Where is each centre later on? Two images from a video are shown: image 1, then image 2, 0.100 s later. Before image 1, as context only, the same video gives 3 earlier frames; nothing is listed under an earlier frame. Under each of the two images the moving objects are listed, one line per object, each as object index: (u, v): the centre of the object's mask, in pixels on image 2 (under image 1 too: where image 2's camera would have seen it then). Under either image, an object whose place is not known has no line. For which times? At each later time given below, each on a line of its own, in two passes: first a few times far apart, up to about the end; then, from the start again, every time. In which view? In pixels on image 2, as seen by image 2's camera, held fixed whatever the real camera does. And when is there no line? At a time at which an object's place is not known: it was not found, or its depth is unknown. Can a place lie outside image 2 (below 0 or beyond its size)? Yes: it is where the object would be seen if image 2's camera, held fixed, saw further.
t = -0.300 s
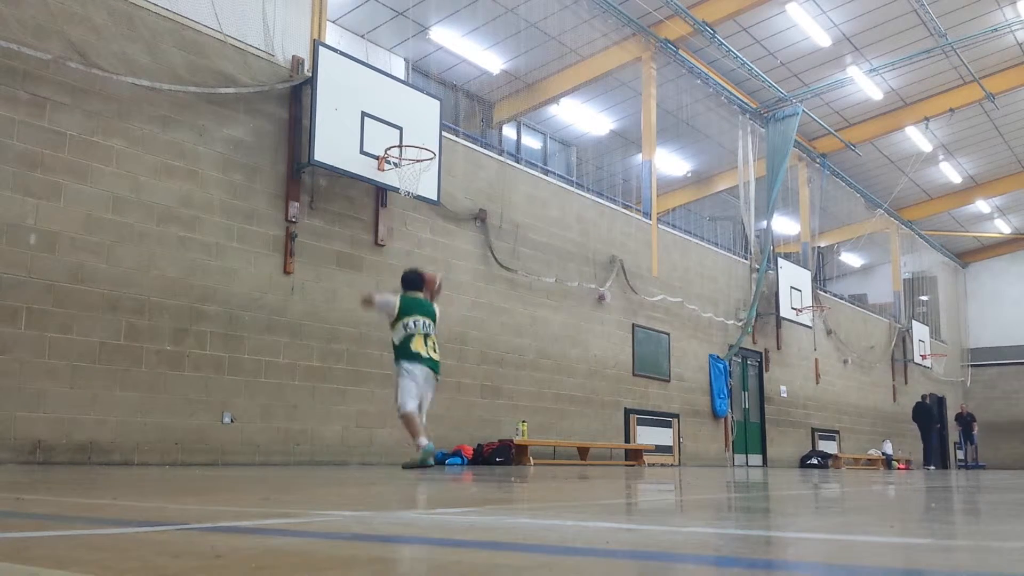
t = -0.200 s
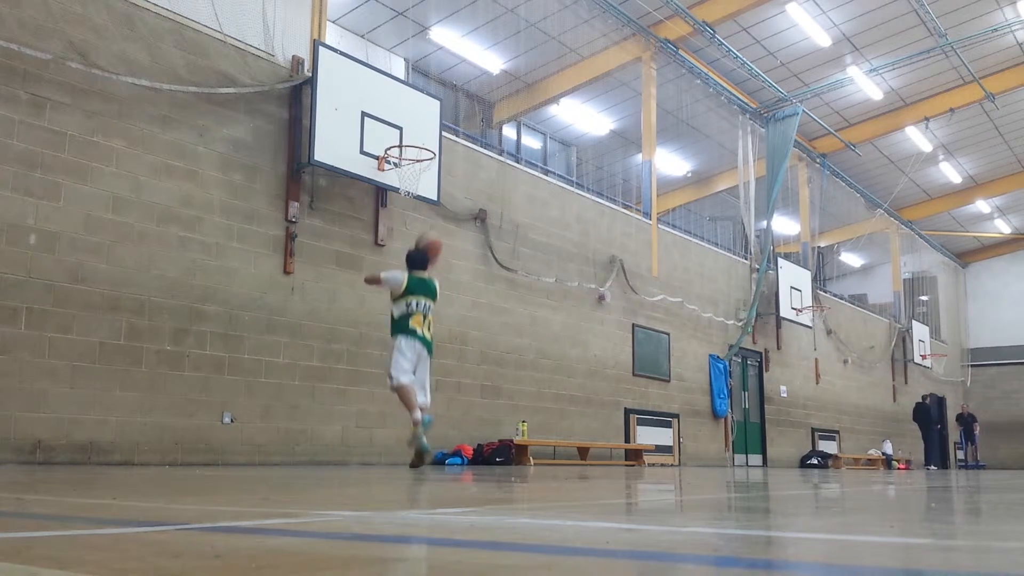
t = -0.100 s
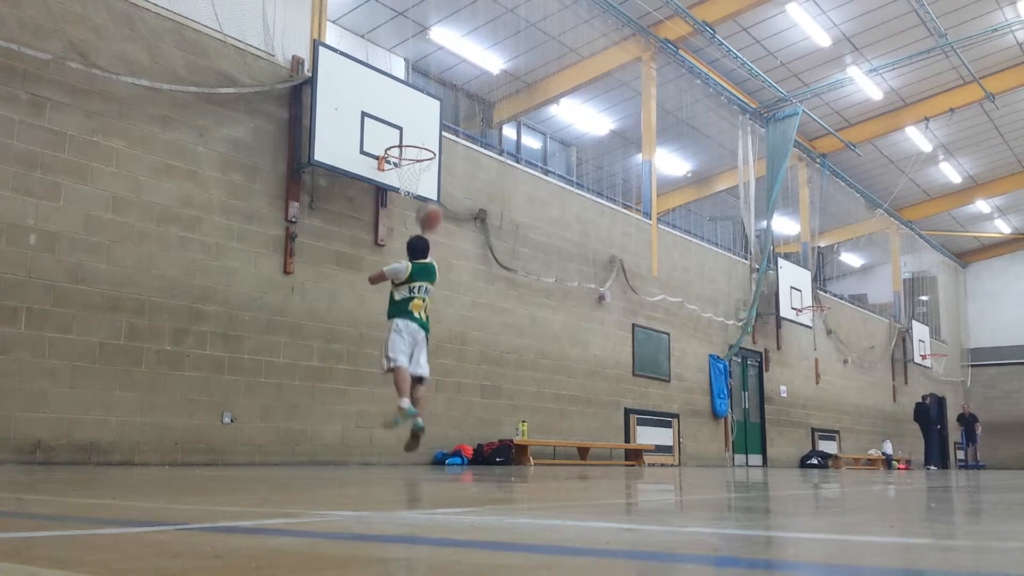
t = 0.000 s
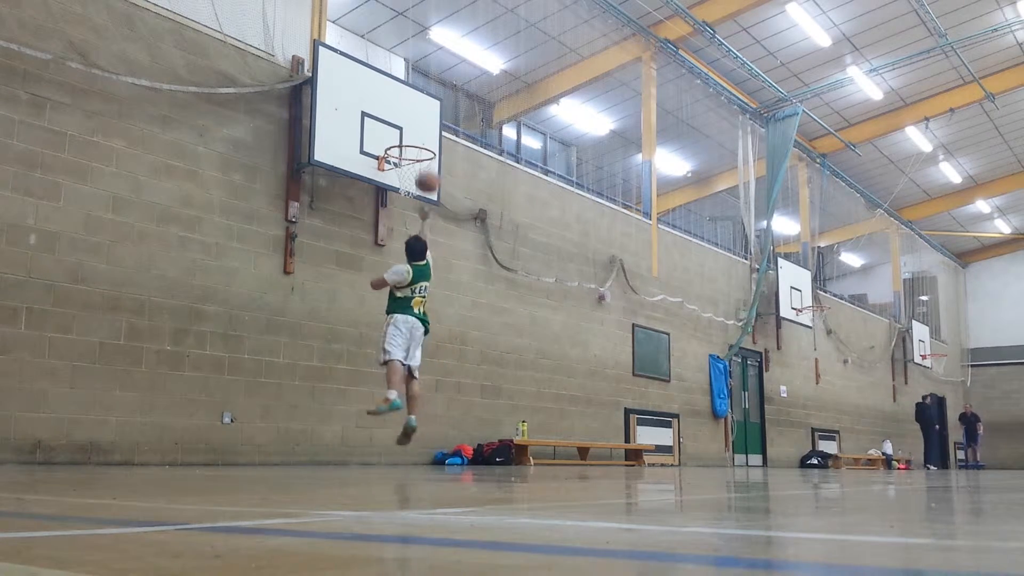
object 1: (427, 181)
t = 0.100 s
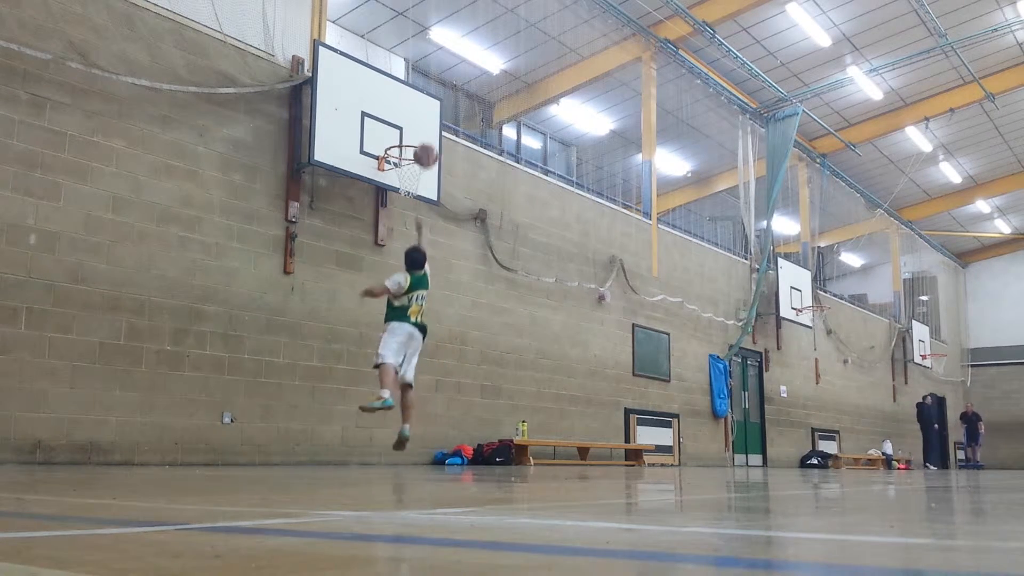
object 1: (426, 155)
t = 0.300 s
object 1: (425, 131)
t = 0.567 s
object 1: (432, 136)
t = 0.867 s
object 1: (447, 157)
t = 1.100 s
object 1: (459, 222)
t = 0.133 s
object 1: (425, 149)
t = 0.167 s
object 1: (424, 144)
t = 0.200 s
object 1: (423, 140)
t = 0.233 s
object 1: (423, 137)
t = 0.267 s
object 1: (424, 133)
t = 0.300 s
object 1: (425, 131)
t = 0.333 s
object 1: (426, 129)
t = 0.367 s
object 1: (427, 129)
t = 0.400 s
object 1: (427, 129)
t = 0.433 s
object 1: (428, 131)
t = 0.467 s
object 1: (429, 134)
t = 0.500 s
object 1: (430, 137)
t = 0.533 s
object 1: (431, 136)
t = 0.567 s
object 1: (432, 136)
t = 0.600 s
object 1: (434, 137)
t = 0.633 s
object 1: (435, 139)
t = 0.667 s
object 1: (437, 141)
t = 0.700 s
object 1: (439, 142)
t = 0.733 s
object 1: (440, 143)
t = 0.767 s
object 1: (442, 146)
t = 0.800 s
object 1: (444, 148)
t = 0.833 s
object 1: (446, 152)
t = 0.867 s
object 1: (447, 157)
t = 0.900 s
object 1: (449, 163)
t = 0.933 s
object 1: (451, 170)
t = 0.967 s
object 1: (453, 178)
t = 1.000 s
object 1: (454, 186)
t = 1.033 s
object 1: (455, 196)
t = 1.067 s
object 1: (458, 208)
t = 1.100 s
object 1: (459, 222)
